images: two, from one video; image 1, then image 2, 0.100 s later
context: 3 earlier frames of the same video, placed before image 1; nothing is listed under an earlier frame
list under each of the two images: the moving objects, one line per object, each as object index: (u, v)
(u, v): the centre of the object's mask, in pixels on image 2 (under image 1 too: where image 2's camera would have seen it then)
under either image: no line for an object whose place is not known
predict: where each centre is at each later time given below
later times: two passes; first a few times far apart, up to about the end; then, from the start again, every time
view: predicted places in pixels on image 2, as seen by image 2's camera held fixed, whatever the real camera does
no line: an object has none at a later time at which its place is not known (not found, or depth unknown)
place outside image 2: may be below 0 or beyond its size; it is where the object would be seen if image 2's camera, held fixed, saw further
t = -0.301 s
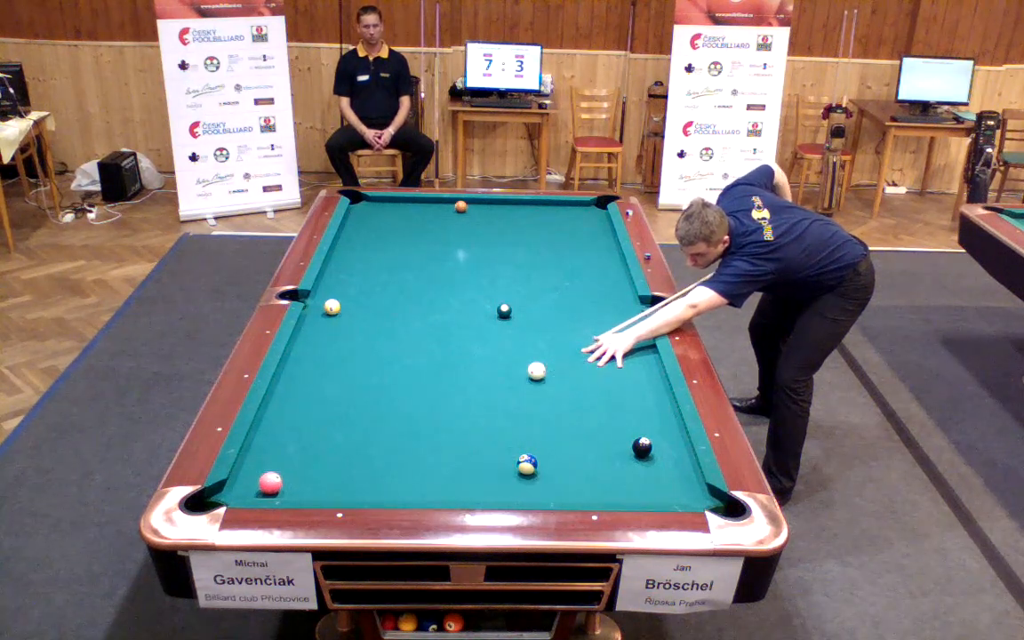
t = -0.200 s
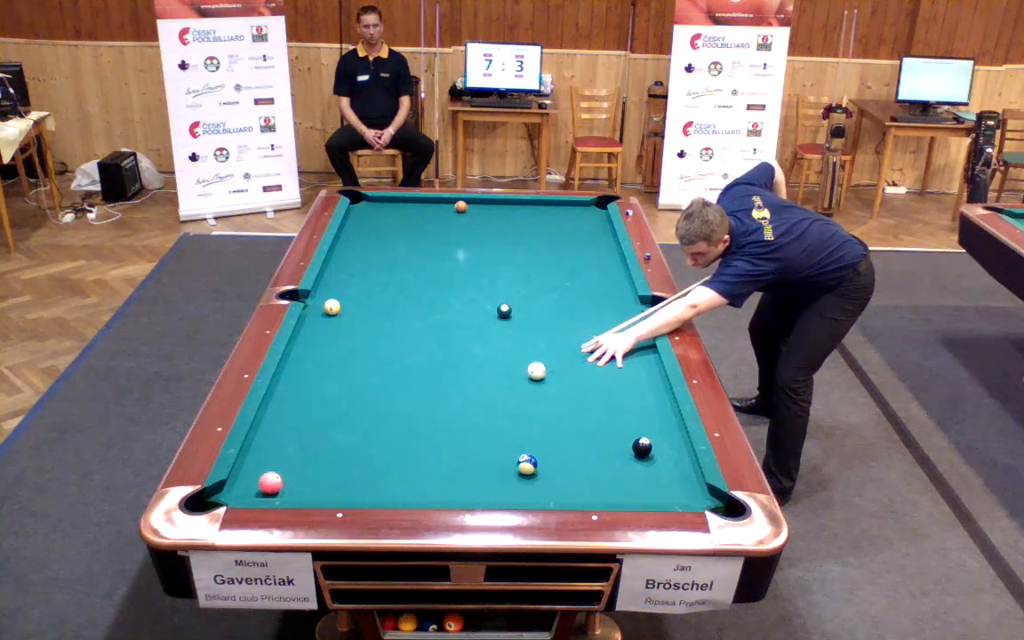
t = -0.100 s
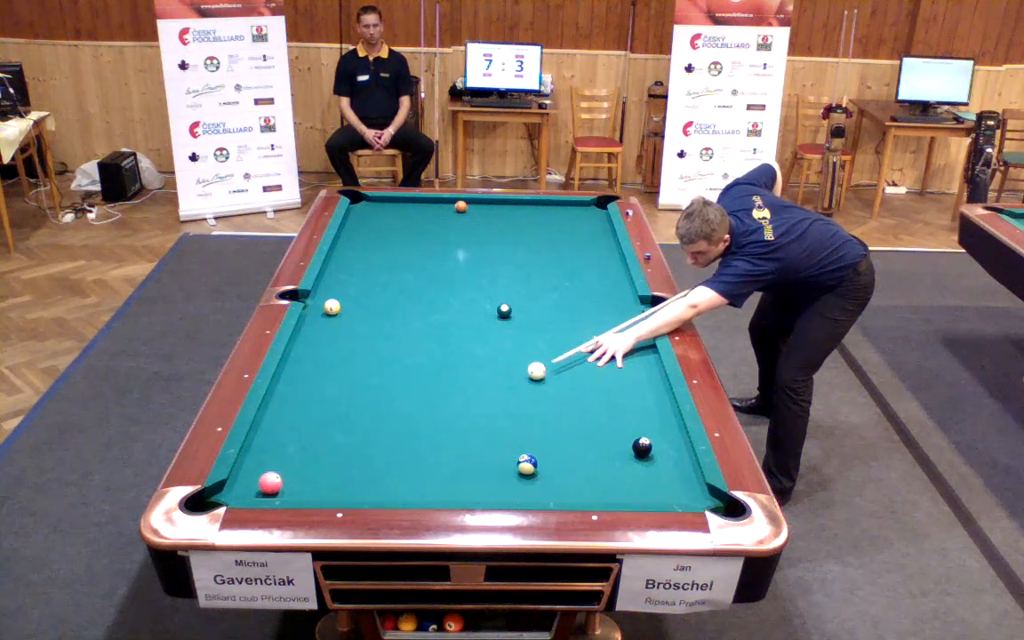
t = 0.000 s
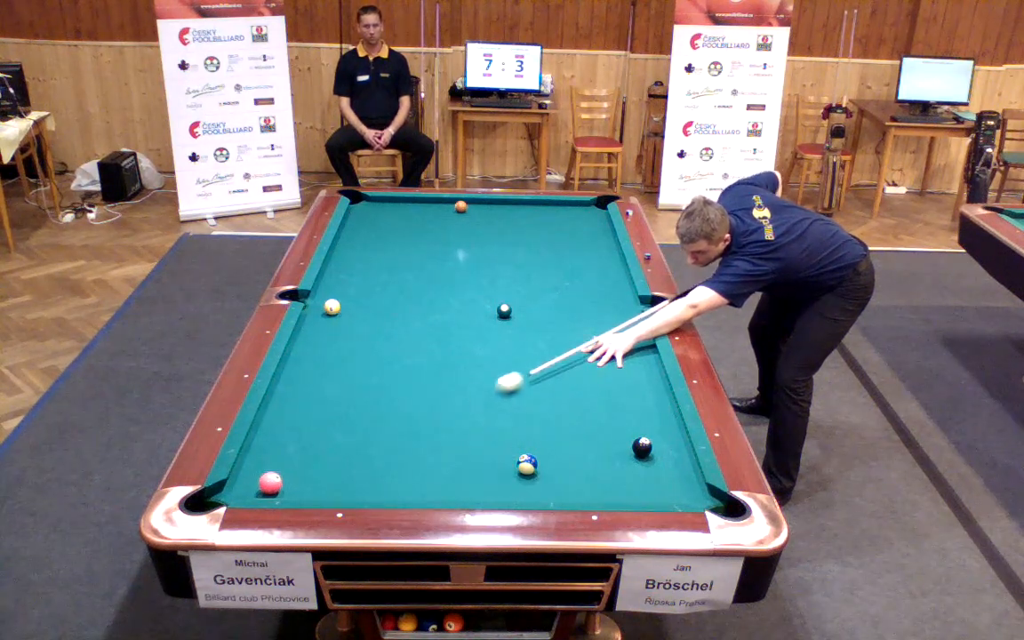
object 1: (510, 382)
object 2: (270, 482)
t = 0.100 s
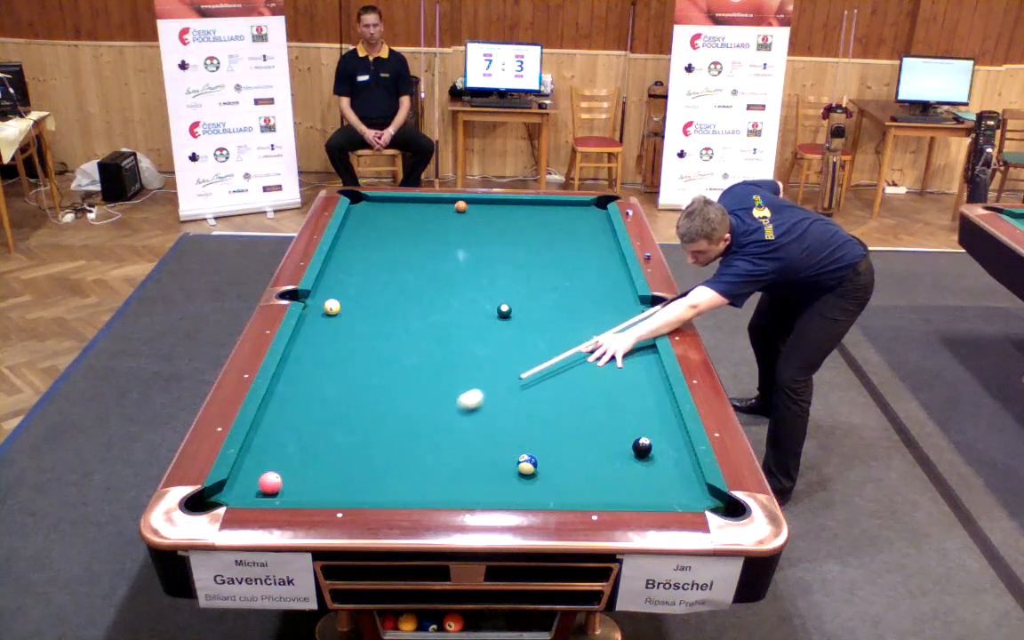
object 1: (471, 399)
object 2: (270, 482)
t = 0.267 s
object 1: (405, 429)
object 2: (270, 482)
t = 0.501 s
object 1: (299, 477)
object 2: (270, 483)
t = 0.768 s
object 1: (299, 478)
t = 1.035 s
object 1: (305, 459)
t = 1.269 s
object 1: (310, 444)
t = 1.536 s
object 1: (315, 429)
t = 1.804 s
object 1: (319, 415)
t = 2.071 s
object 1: (323, 403)
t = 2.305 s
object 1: (326, 393)
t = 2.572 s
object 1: (329, 383)
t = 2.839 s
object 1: (331, 374)
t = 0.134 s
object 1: (457, 405)
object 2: (270, 482)
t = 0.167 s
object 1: (445, 411)
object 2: (270, 482)
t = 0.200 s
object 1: (432, 417)
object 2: (270, 482)
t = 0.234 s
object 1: (418, 423)
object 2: (270, 482)
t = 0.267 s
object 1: (405, 429)
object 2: (270, 482)
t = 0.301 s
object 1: (391, 436)
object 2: (270, 482)
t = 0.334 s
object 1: (376, 442)
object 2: (270, 482)
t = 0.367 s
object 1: (361, 449)
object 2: (270, 482)
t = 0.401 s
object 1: (346, 456)
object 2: (270, 482)
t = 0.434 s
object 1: (330, 463)
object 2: (270, 482)
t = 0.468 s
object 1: (314, 470)
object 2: (270, 483)
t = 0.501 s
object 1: (299, 477)
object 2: (270, 483)
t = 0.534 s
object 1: (292, 483)
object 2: (259, 484)
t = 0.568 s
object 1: (292, 487)
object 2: (243, 486)
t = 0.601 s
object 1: (291, 490)
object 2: (228, 488)
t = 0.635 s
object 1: (293, 489)
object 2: (220, 493)
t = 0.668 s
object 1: (295, 487)
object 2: (216, 499)
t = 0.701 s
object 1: (297, 484)
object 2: (213, 505)
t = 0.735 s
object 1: (298, 481)
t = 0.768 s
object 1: (299, 478)
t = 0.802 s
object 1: (300, 476)
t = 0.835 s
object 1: (300, 473)
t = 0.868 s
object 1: (301, 471)
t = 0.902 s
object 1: (302, 468)
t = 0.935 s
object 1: (303, 466)
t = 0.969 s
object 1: (304, 464)
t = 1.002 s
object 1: (304, 461)
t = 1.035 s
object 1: (305, 459)
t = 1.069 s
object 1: (306, 457)
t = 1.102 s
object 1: (306, 455)
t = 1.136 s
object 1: (307, 452)
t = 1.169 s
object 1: (308, 450)
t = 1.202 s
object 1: (309, 448)
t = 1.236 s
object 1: (309, 446)
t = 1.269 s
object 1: (310, 444)
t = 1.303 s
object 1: (311, 442)
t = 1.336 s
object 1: (311, 440)
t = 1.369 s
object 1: (312, 438)
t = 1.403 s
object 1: (312, 436)
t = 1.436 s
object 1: (313, 434)
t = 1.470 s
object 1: (314, 432)
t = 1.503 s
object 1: (315, 430)
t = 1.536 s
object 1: (315, 429)
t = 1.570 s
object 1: (316, 427)
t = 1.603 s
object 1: (316, 425)
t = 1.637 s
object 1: (317, 423)
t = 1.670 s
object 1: (317, 421)
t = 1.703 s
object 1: (318, 420)
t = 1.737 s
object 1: (318, 418)
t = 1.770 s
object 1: (319, 416)
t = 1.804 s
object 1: (319, 415)
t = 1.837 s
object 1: (320, 413)
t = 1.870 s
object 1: (321, 412)
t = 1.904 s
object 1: (321, 410)
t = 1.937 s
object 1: (321, 408)
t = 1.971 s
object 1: (322, 407)
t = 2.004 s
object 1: (322, 405)
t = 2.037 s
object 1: (323, 404)
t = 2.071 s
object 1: (323, 403)
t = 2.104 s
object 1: (324, 401)
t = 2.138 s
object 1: (324, 400)
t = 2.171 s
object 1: (324, 398)
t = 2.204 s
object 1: (325, 397)
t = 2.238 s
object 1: (325, 395)
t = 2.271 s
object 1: (326, 394)
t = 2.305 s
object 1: (326, 393)
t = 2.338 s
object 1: (326, 391)
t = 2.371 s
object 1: (327, 390)
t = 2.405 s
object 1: (327, 389)
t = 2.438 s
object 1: (327, 388)
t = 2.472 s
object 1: (328, 387)
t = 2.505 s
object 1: (328, 385)
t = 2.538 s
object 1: (328, 384)
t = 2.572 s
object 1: (329, 383)
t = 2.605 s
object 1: (329, 382)
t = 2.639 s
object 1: (329, 381)
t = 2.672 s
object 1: (329, 379)
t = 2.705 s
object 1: (330, 378)
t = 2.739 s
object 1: (330, 377)
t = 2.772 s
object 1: (330, 376)
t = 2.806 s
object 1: (331, 375)
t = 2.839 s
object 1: (331, 374)
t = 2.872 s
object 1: (331, 373)
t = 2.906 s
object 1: (332, 372)
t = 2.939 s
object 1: (332, 371)
